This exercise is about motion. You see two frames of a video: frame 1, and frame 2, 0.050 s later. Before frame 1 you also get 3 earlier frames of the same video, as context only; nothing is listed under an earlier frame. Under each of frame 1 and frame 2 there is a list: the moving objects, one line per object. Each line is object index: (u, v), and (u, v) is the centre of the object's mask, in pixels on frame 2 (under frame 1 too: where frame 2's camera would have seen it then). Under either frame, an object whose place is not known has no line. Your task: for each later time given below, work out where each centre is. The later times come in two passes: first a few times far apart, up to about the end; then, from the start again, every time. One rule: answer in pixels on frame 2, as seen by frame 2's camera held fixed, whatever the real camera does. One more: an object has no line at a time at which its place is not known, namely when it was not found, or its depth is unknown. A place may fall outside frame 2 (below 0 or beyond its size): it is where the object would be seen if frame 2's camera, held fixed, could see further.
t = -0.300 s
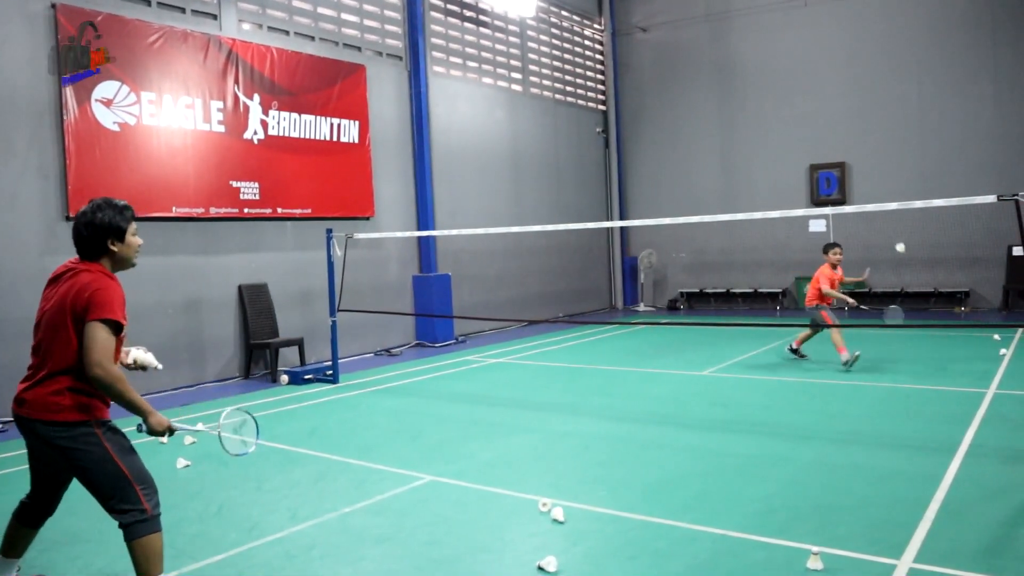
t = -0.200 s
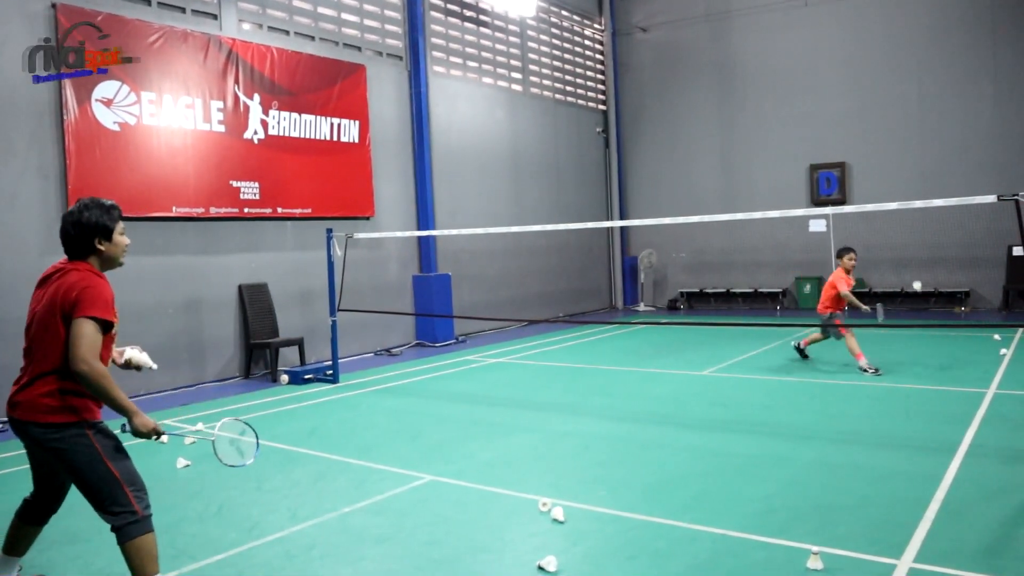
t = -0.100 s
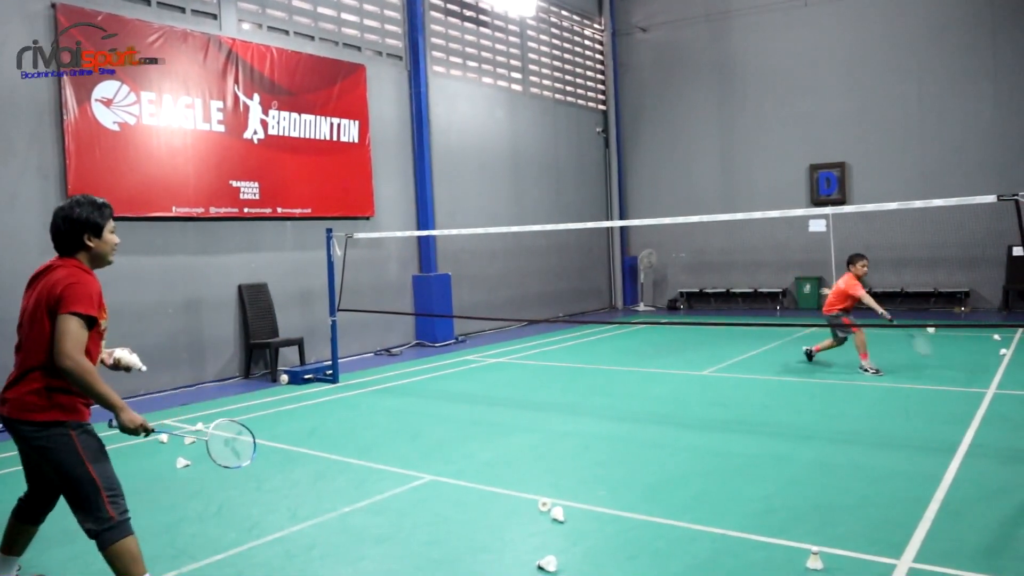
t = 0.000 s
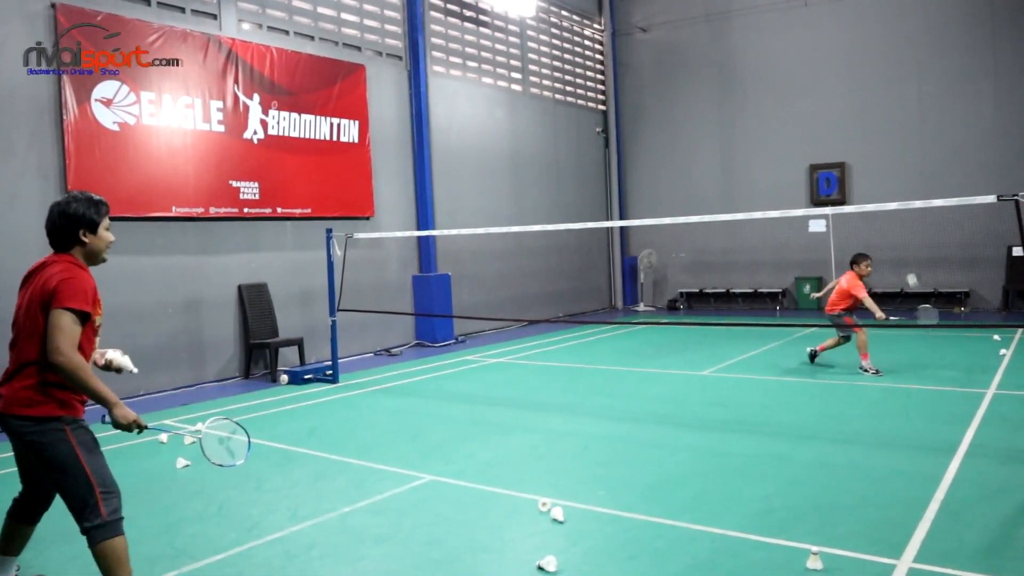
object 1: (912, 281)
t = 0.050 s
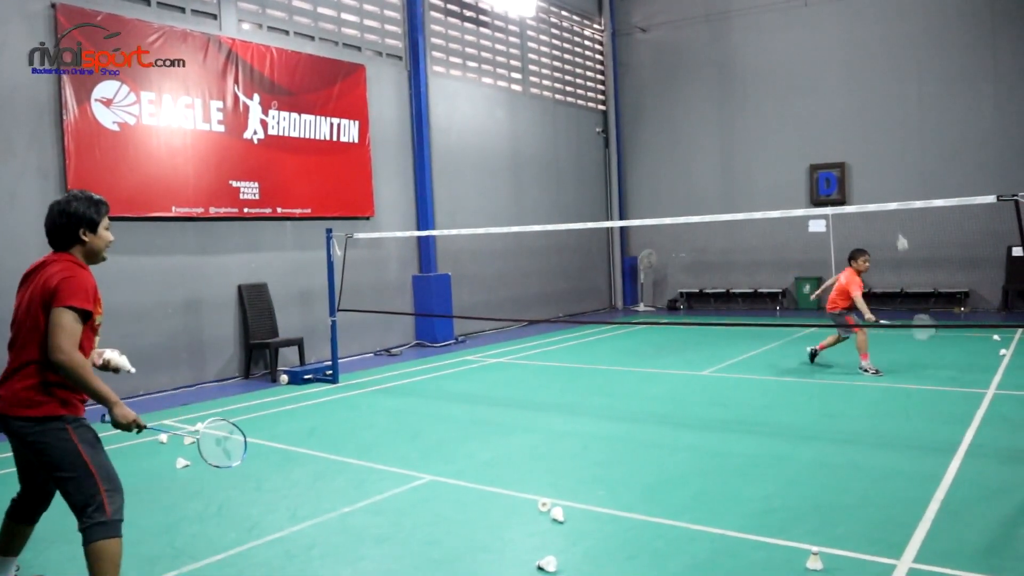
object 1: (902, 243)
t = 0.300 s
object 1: (835, 85)
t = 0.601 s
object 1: (730, 18)
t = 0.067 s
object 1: (898, 231)
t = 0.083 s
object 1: (894, 218)
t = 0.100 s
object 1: (890, 206)
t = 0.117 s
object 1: (885, 195)
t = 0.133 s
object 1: (880, 183)
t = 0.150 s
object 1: (875, 172)
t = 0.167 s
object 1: (871, 161)
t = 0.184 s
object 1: (866, 150)
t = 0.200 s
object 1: (862, 140)
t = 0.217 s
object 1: (858, 130)
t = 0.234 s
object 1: (853, 120)
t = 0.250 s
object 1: (849, 111)
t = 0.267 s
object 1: (844, 102)
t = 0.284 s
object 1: (839, 94)
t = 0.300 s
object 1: (835, 85)
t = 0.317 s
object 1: (830, 78)
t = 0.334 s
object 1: (825, 70)
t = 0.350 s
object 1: (820, 63)
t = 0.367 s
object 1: (815, 56)
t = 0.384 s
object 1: (809, 50)
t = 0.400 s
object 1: (803, 45)
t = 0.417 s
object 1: (798, 39)
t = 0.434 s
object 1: (792, 35)
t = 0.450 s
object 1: (786, 30)
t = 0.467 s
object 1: (780, 26)
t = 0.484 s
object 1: (775, 23)
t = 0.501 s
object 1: (768, 20)
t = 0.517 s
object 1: (762, 18)
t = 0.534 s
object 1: (756, 16)
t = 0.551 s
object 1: (750, 15)
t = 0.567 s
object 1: (743, 15)
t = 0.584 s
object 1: (736, 16)
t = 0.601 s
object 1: (730, 18)
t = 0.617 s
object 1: (723, 20)
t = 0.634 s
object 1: (716, 23)
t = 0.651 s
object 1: (709, 28)
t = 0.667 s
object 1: (701, 33)
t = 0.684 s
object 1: (693, 40)
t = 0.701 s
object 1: (686, 47)
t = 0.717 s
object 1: (677, 56)
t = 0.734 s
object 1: (669, 65)
